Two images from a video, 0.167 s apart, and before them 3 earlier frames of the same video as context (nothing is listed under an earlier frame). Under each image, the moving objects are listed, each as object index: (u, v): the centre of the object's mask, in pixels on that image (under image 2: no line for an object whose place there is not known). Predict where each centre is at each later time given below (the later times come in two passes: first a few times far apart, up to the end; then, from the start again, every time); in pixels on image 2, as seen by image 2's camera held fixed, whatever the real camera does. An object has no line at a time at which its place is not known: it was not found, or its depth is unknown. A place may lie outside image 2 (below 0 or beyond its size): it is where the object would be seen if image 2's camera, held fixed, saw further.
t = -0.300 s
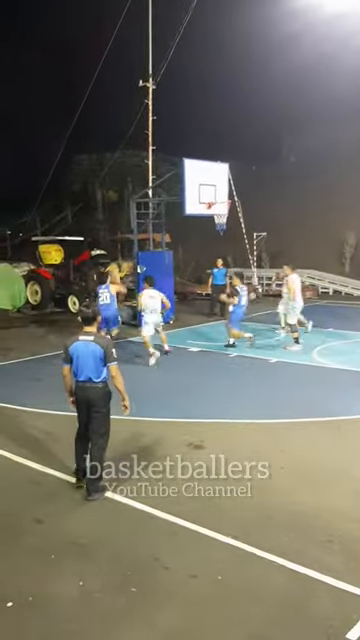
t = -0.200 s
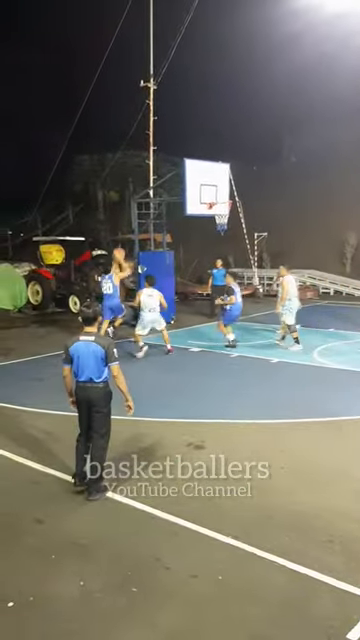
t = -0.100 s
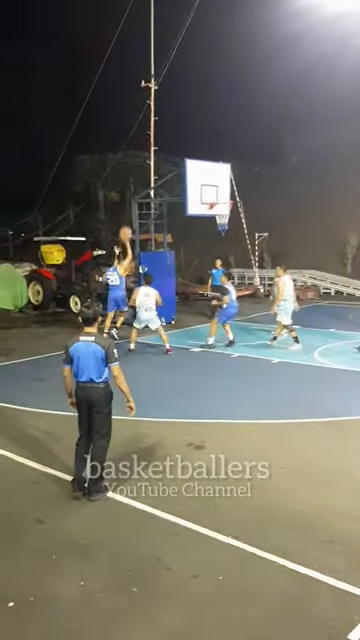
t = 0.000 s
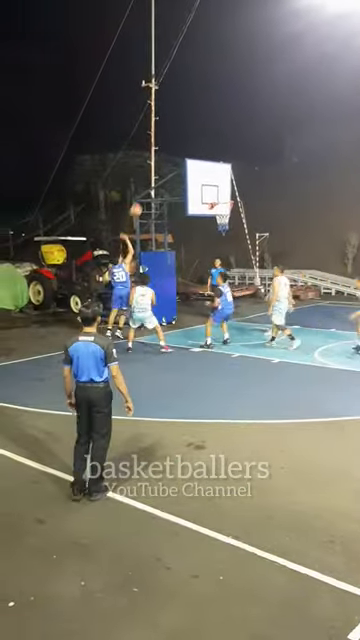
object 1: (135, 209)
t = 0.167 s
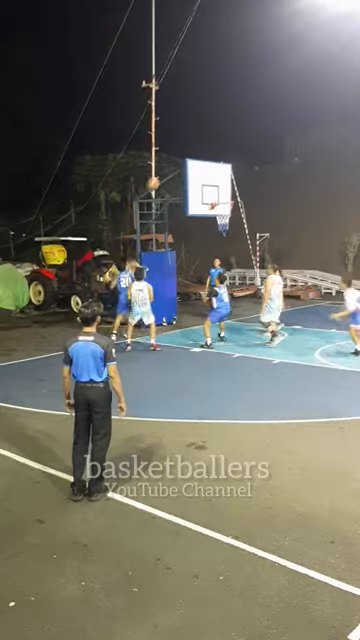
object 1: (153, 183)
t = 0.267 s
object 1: (162, 174)
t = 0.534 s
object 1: (186, 173)
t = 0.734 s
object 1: (202, 193)
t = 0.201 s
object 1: (156, 179)
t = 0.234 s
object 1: (159, 176)
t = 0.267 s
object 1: (162, 174)
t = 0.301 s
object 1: (166, 172)
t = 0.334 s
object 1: (168, 169)
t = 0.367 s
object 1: (171, 169)
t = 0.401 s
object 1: (174, 169)
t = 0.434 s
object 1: (178, 169)
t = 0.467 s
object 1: (181, 170)
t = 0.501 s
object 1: (182, 171)
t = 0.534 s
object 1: (186, 173)
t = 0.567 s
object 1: (189, 176)
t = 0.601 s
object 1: (191, 179)
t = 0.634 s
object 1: (194, 181)
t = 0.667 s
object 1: (196, 184)
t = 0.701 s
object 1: (199, 187)
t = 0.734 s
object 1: (202, 193)
